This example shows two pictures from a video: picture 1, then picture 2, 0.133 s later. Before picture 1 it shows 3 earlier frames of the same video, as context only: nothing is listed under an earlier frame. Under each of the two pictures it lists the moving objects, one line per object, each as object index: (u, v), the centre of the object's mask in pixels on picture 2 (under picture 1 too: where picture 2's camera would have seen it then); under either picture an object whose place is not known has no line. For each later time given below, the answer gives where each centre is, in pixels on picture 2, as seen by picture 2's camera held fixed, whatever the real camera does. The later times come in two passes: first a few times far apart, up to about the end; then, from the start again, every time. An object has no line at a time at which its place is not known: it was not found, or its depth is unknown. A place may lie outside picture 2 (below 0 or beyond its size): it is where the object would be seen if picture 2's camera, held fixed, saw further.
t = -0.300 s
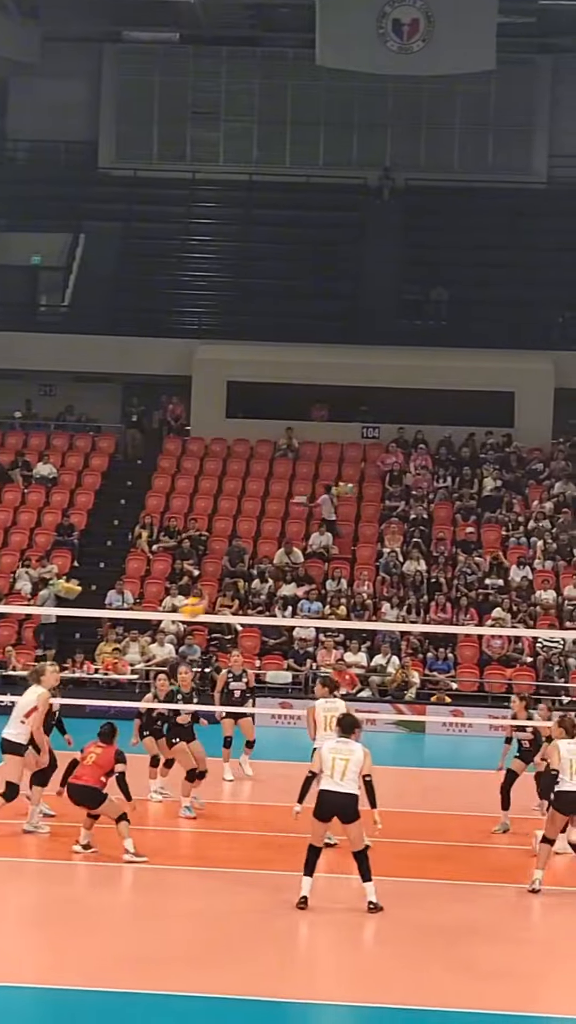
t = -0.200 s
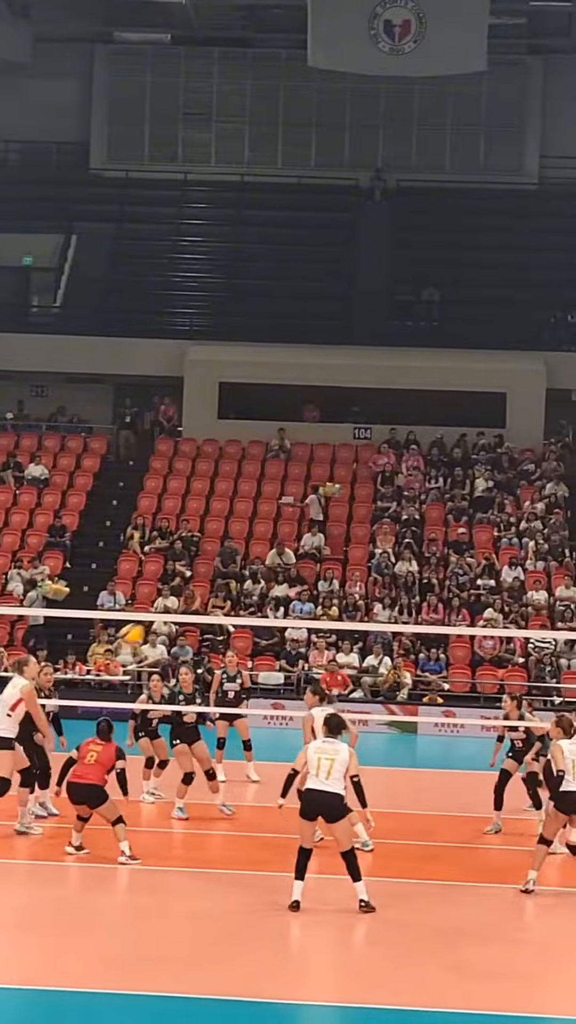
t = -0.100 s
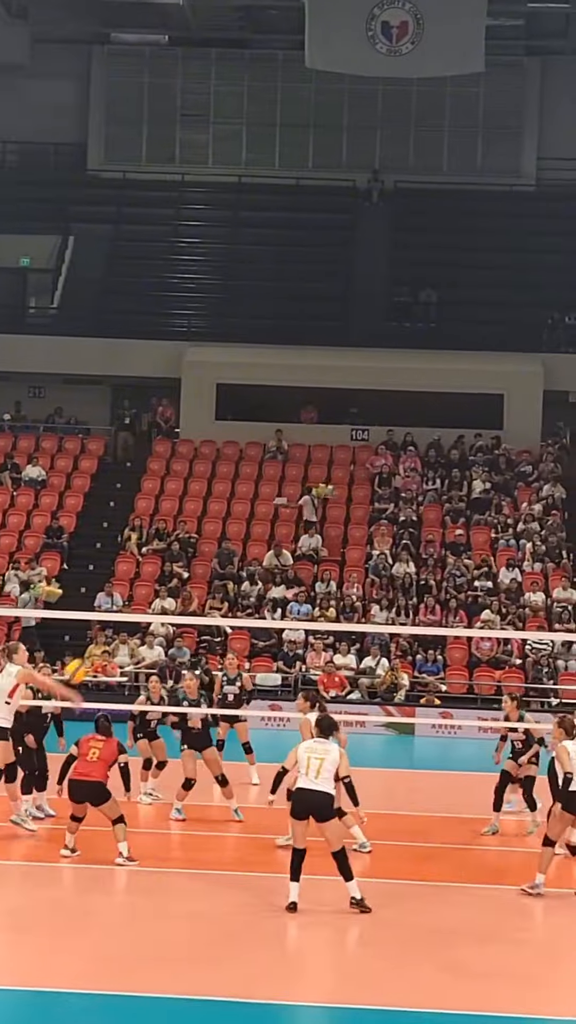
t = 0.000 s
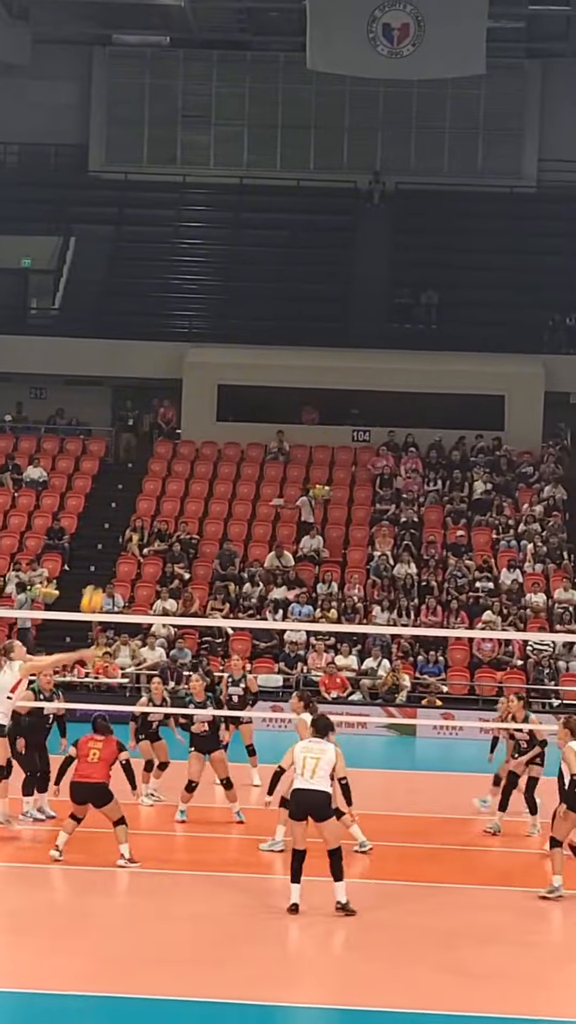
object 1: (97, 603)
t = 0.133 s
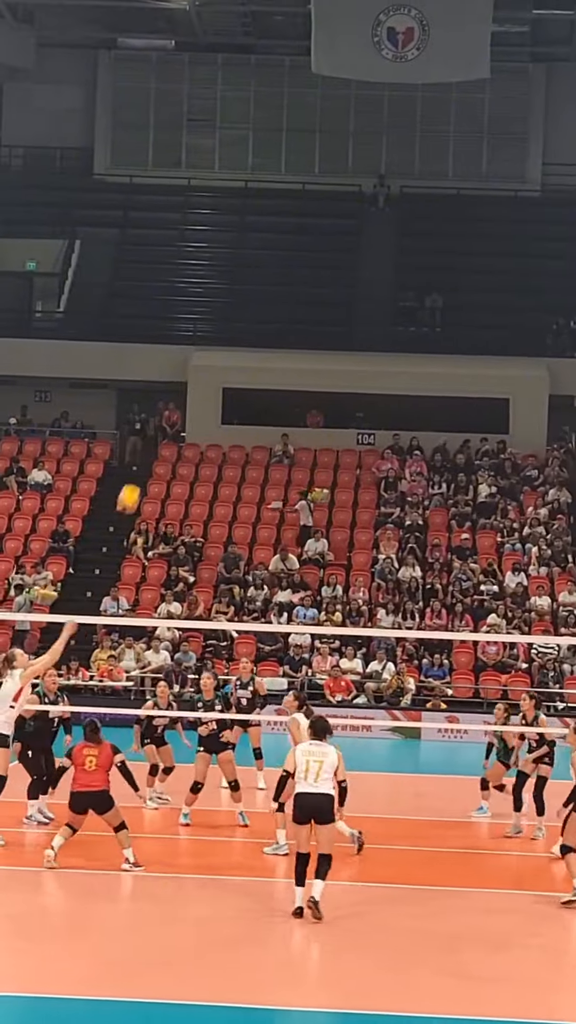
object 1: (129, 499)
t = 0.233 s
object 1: (152, 432)
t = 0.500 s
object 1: (213, 301)
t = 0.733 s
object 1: (262, 246)
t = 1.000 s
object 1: (314, 249)
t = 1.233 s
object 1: (357, 311)
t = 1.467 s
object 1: (396, 429)
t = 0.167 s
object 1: (137, 476)
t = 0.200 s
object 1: (145, 453)
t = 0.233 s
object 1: (152, 432)
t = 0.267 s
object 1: (160, 411)
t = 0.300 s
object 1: (167, 393)
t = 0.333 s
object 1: (175, 375)
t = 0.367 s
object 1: (182, 358)
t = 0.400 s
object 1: (191, 341)
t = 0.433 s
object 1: (199, 327)
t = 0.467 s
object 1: (206, 314)
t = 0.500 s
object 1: (213, 301)
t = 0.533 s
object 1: (220, 290)
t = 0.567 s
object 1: (228, 280)
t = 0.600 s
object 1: (235, 271)
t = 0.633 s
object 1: (241, 263)
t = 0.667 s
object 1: (248, 257)
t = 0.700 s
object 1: (255, 251)
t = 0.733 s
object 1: (262, 246)
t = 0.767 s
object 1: (269, 243)
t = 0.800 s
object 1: (275, 240)
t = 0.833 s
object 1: (282, 239)
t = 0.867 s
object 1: (289, 239)
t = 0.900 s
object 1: (295, 240)
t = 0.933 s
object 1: (301, 242)
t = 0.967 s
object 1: (308, 245)
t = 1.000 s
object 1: (314, 249)
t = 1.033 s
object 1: (320, 255)
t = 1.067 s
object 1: (327, 262)
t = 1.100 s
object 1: (333, 269)
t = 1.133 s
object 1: (339, 278)
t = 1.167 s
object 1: (346, 288)
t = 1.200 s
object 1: (352, 299)
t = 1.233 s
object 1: (357, 311)
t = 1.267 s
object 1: (363, 323)
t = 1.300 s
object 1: (368, 338)
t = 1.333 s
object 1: (374, 354)
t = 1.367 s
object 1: (380, 371)
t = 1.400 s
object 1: (385, 389)
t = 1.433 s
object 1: (391, 408)
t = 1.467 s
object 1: (396, 429)
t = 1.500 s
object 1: (402, 450)
